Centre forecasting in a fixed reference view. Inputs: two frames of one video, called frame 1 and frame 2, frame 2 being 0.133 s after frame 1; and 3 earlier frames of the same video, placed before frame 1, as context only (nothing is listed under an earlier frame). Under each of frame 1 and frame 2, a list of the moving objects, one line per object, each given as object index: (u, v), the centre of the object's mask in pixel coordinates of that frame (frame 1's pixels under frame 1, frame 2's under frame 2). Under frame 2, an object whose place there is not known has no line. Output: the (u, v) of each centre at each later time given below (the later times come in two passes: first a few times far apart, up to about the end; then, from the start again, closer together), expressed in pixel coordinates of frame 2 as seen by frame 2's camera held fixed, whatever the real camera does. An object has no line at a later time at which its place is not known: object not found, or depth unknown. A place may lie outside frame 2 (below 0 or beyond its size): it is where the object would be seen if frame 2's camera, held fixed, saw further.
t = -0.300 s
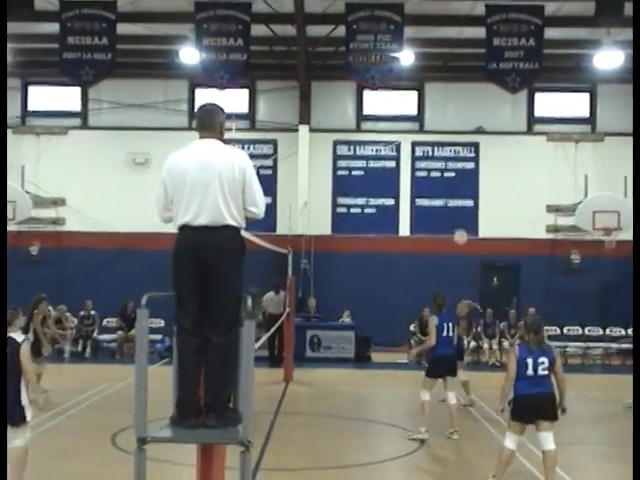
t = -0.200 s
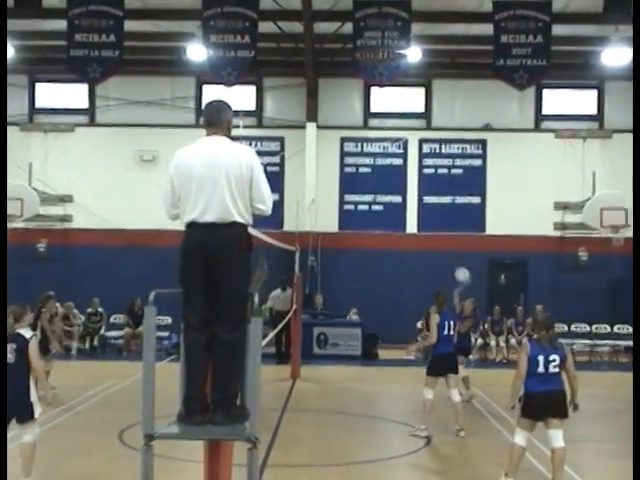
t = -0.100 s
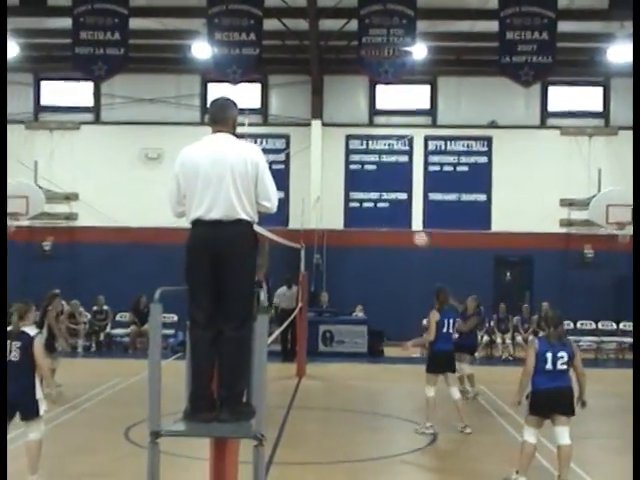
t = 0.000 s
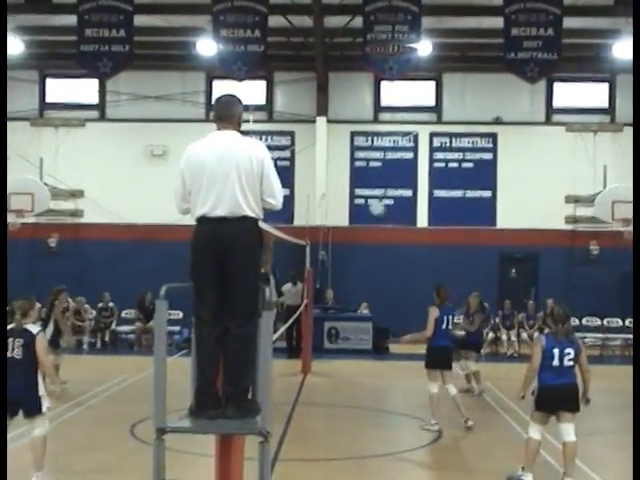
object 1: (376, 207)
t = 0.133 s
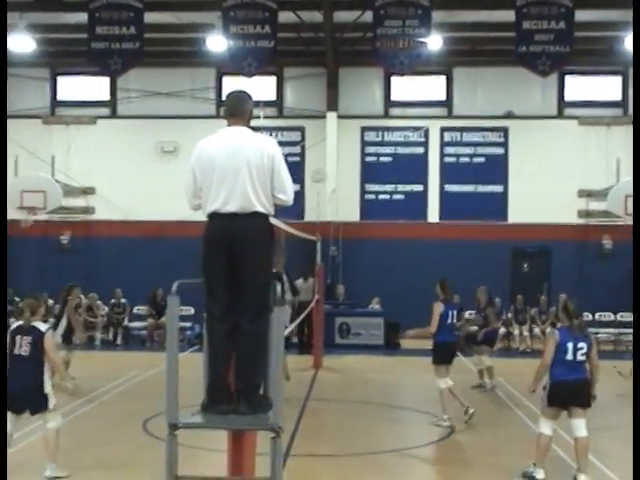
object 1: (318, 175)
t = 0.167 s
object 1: (299, 170)
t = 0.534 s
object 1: (77, 167)
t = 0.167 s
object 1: (299, 170)
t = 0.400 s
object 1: (165, 152)
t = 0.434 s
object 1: (143, 157)
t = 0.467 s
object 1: (121, 159)
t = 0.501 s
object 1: (99, 163)
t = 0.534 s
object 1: (77, 167)
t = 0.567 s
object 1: (55, 172)
